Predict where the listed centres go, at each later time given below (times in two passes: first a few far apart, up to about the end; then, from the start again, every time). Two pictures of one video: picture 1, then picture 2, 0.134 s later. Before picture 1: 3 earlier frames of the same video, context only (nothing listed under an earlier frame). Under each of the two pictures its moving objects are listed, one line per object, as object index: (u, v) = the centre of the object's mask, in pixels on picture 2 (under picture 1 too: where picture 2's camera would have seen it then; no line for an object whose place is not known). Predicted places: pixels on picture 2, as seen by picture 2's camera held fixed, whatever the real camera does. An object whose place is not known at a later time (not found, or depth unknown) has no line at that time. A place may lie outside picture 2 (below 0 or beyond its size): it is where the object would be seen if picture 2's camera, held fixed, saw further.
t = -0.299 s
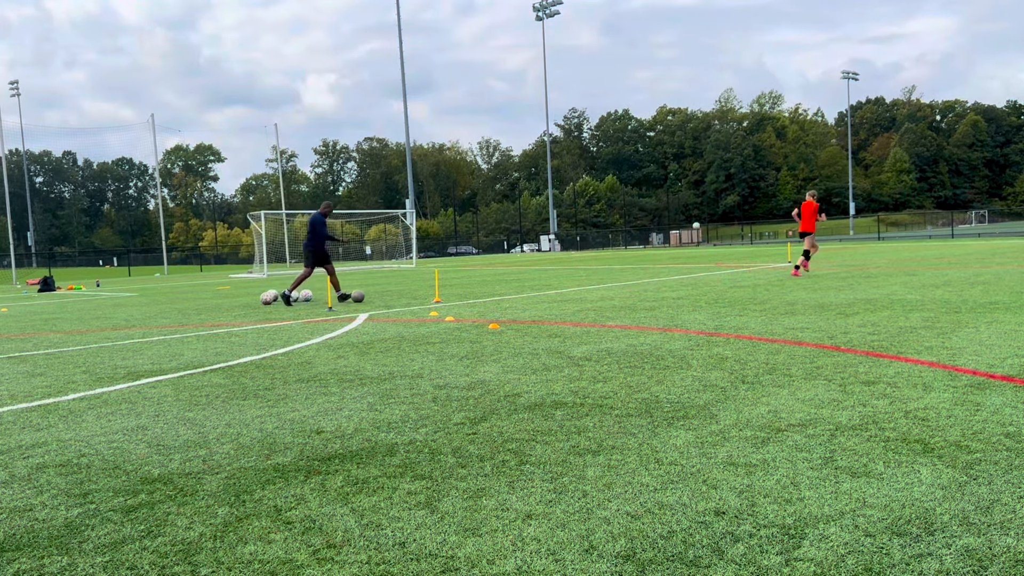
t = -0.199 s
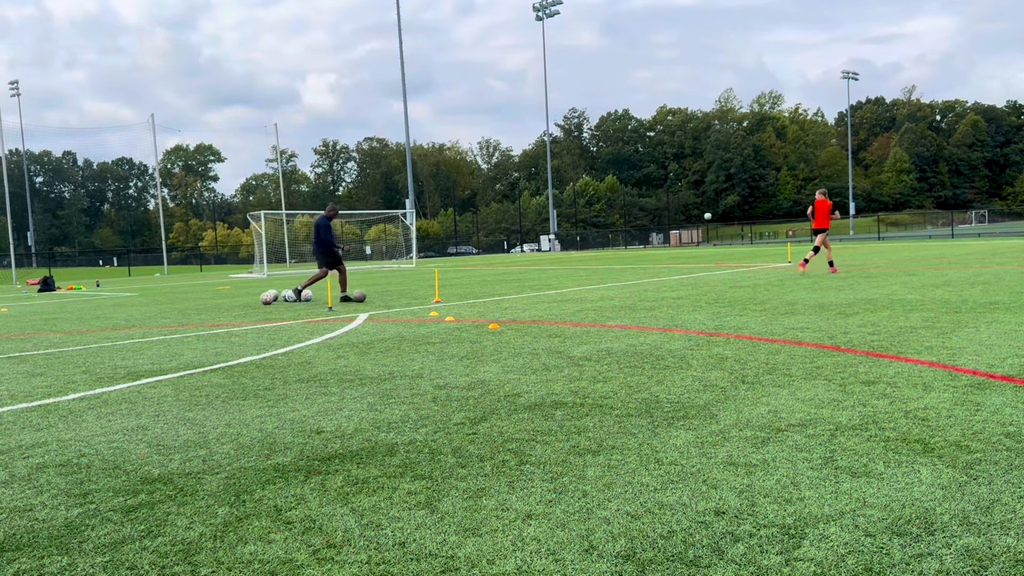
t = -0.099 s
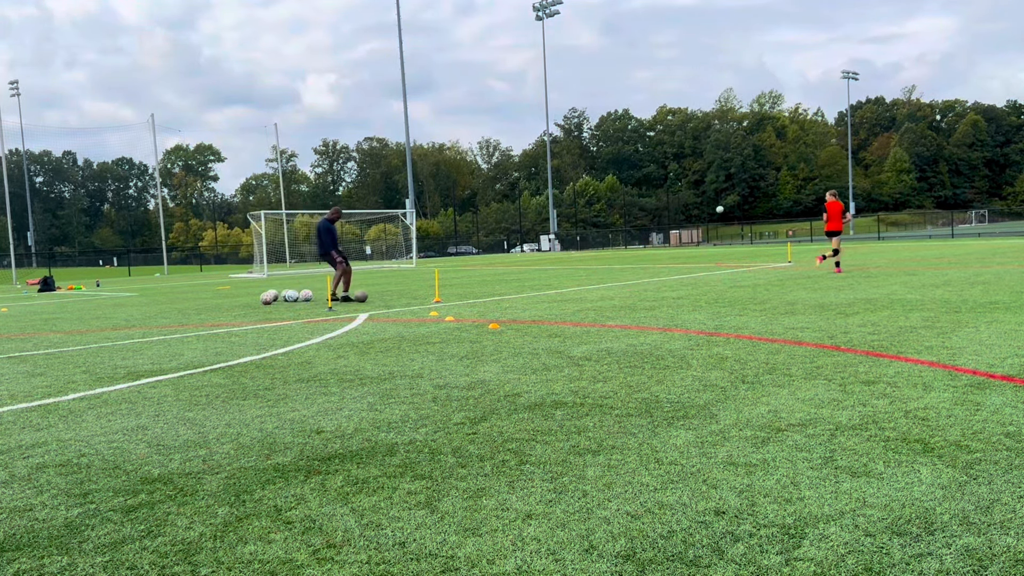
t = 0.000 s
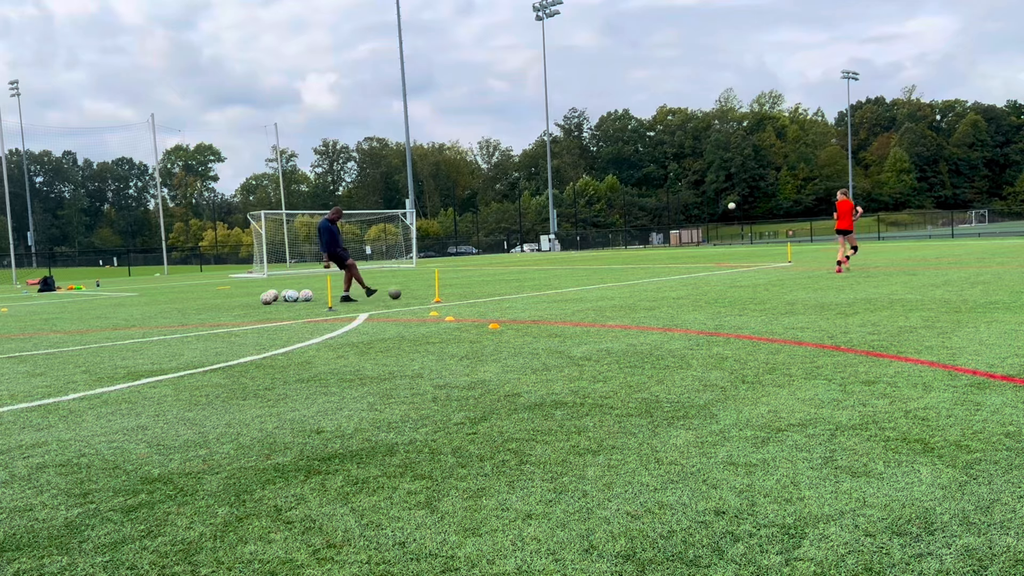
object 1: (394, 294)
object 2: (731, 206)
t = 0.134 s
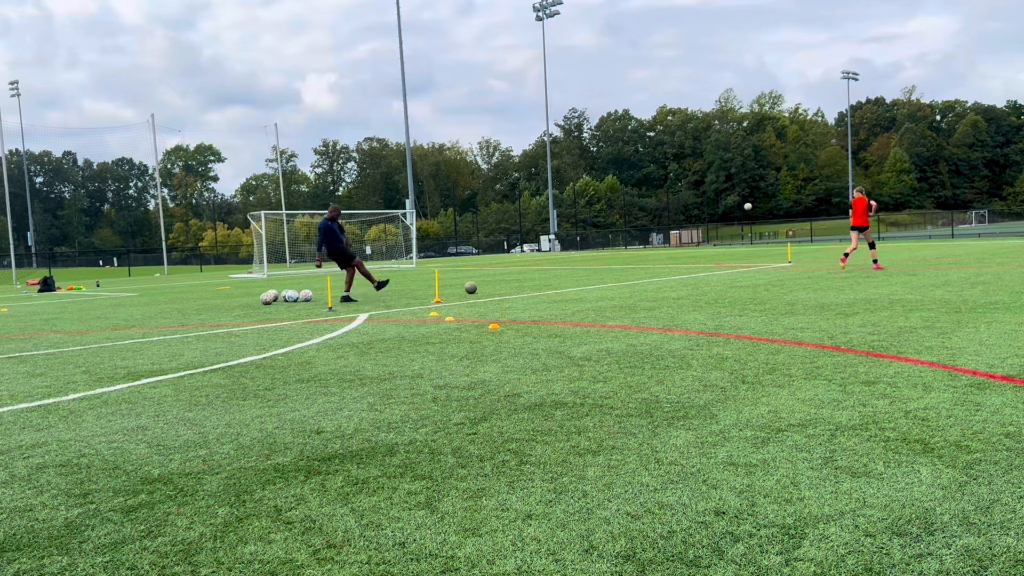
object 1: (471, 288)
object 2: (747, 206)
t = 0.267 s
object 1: (534, 283)
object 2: (763, 212)
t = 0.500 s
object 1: (621, 277)
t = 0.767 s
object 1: (695, 271)
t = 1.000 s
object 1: (750, 266)
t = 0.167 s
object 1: (488, 287)
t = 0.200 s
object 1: (504, 286)
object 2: (756, 208)
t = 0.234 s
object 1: (519, 284)
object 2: (760, 210)
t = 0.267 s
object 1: (534, 283)
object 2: (763, 212)
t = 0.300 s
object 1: (548, 282)
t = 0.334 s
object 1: (561, 281)
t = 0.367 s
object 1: (574, 280)
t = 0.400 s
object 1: (586, 279)
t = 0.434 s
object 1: (598, 278)
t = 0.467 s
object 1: (610, 277)
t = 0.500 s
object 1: (621, 277)
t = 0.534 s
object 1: (631, 276)
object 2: (796, 239)
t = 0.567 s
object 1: (641, 276)
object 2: (801, 244)
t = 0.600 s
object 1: (652, 276)
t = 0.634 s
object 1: (661, 274)
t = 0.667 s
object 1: (670, 272)
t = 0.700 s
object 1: (678, 272)
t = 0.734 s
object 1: (687, 272)
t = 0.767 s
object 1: (695, 271)
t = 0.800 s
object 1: (704, 270)
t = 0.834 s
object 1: (711, 269)
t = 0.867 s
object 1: (719, 268)
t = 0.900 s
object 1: (727, 268)
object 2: (850, 229)
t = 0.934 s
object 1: (735, 269)
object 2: (855, 228)
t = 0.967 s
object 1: (743, 268)
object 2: (860, 228)
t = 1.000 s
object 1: (750, 266)
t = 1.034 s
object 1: (757, 266)
